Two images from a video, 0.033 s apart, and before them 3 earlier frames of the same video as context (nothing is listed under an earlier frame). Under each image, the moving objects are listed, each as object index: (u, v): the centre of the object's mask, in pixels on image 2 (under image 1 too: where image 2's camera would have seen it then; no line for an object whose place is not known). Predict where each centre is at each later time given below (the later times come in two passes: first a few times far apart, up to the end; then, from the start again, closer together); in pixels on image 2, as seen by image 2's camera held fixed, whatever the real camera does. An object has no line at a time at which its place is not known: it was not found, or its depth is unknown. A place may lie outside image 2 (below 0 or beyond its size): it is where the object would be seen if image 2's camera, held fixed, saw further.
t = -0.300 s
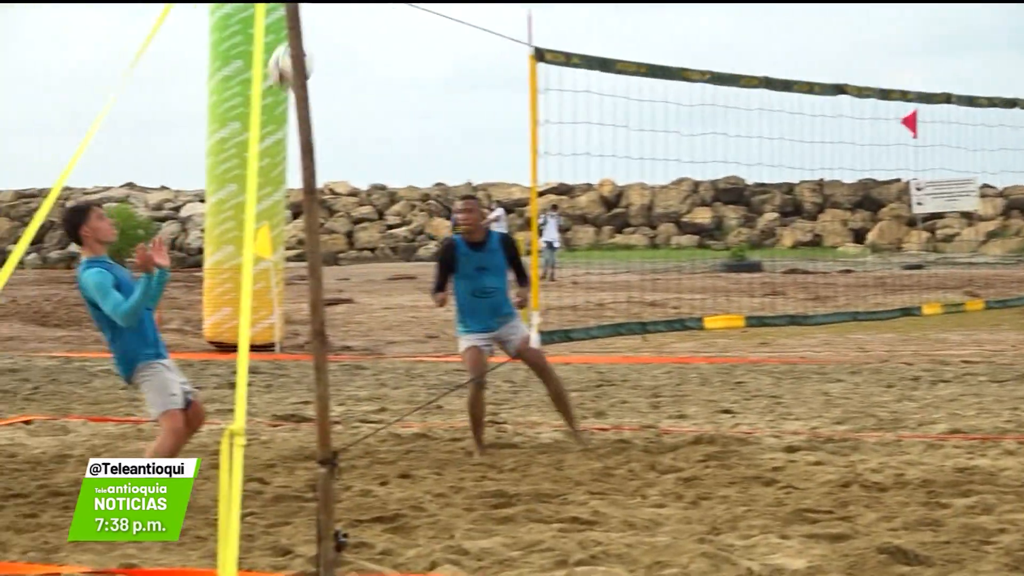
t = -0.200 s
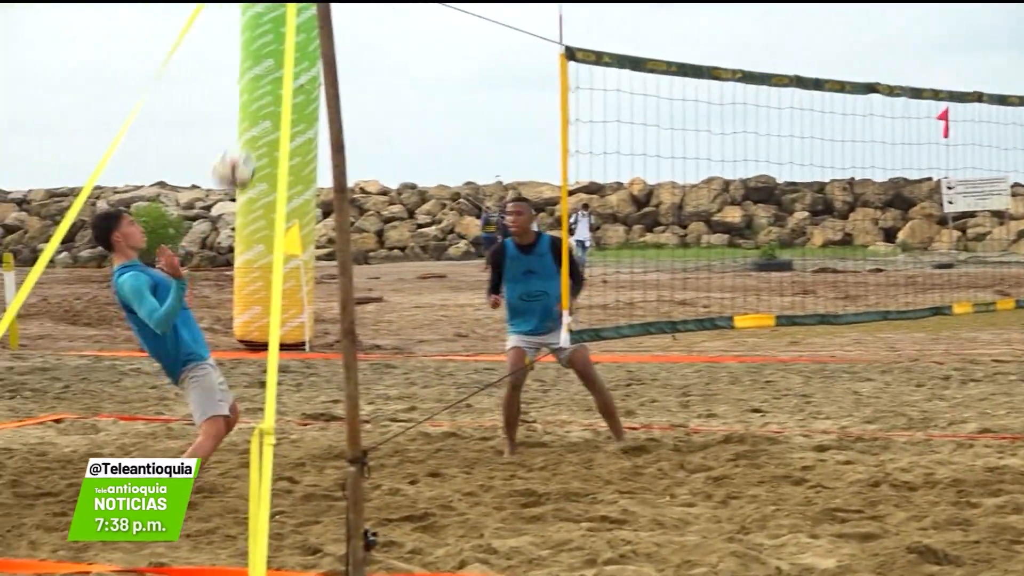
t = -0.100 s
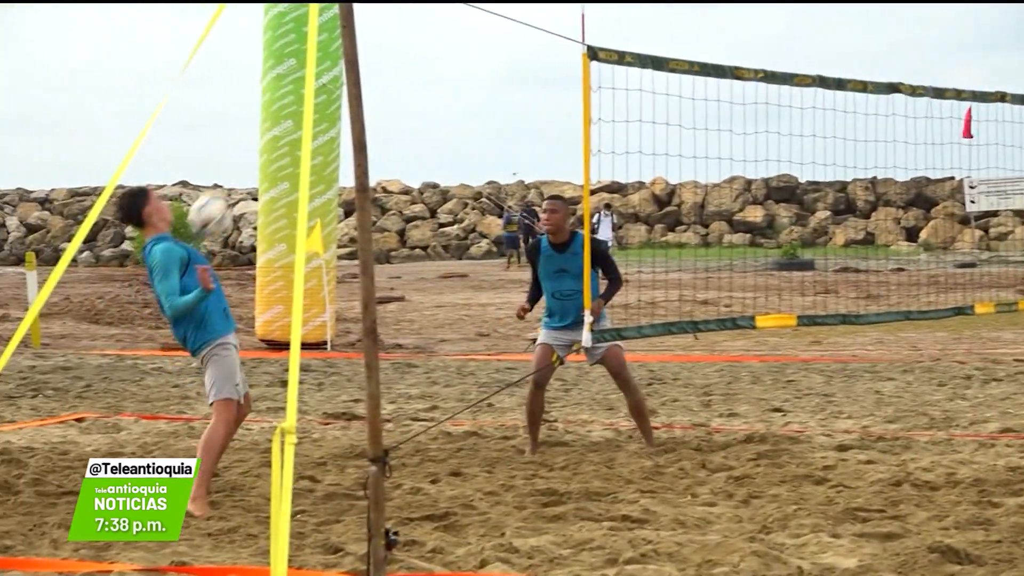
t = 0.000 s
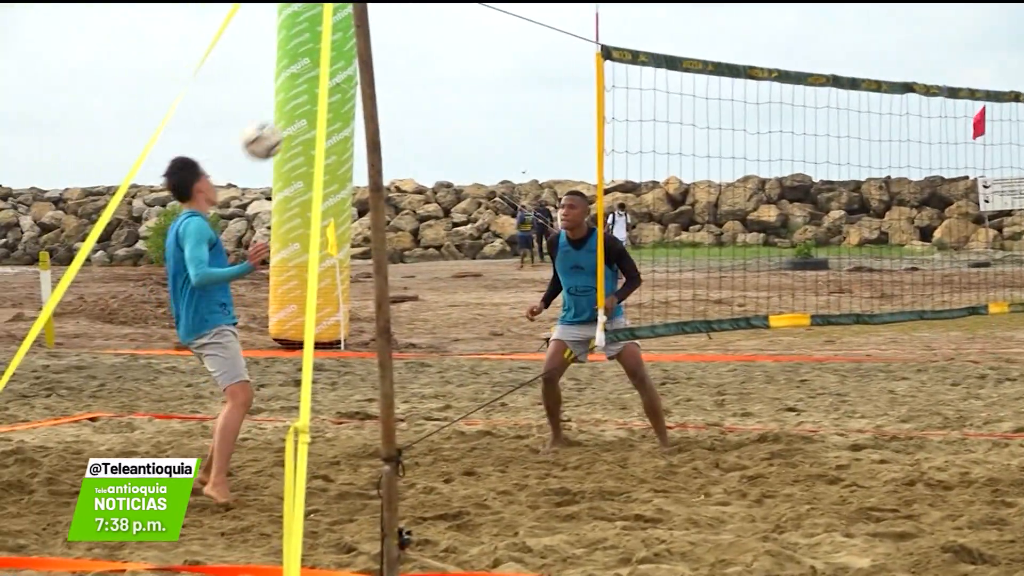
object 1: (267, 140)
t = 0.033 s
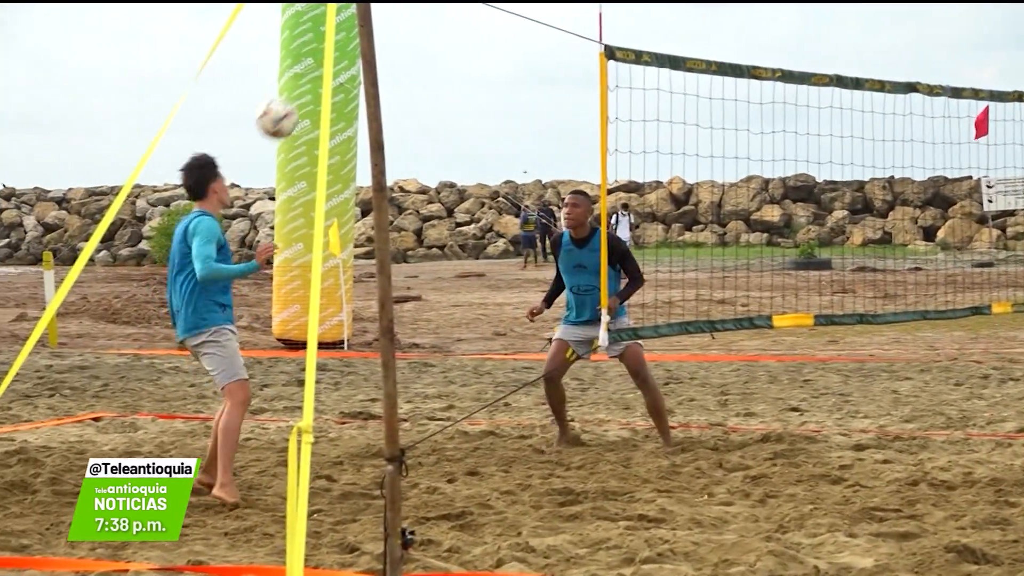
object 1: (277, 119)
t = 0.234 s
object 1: (347, 42)
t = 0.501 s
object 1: (425, 55)
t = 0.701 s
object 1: (480, 144)
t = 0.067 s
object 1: (288, 100)
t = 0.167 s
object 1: (319, 59)
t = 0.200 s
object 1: (334, 49)
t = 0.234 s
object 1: (347, 42)
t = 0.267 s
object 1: (348, 37)
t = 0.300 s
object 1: (353, 33)
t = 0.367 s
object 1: (388, 32)
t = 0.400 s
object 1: (396, 37)
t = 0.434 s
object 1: (406, 41)
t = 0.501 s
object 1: (425, 55)
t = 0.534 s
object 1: (434, 66)
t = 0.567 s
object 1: (443, 78)
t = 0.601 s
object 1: (454, 92)
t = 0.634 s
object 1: (462, 108)
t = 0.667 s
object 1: (471, 125)
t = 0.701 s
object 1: (480, 144)
